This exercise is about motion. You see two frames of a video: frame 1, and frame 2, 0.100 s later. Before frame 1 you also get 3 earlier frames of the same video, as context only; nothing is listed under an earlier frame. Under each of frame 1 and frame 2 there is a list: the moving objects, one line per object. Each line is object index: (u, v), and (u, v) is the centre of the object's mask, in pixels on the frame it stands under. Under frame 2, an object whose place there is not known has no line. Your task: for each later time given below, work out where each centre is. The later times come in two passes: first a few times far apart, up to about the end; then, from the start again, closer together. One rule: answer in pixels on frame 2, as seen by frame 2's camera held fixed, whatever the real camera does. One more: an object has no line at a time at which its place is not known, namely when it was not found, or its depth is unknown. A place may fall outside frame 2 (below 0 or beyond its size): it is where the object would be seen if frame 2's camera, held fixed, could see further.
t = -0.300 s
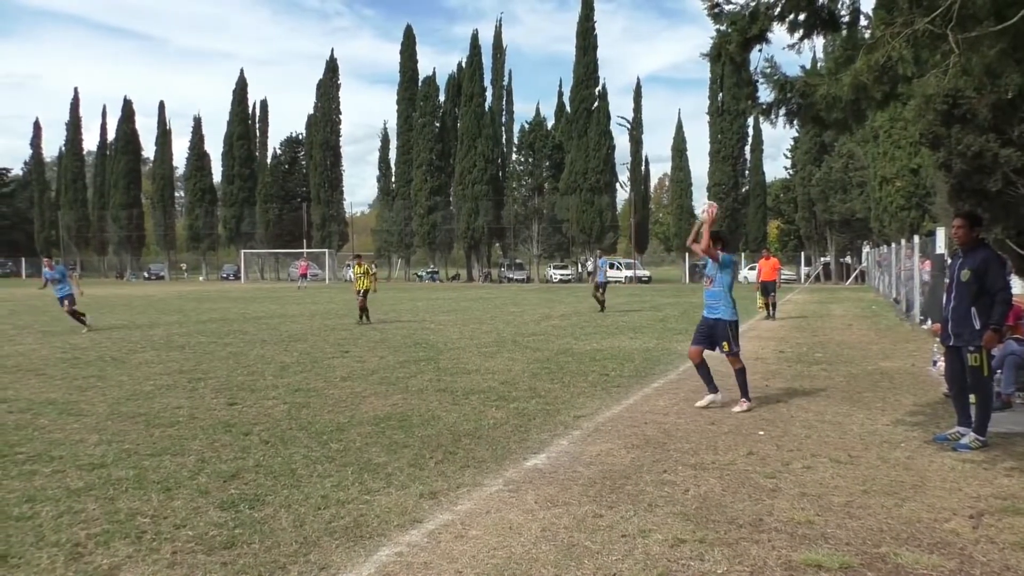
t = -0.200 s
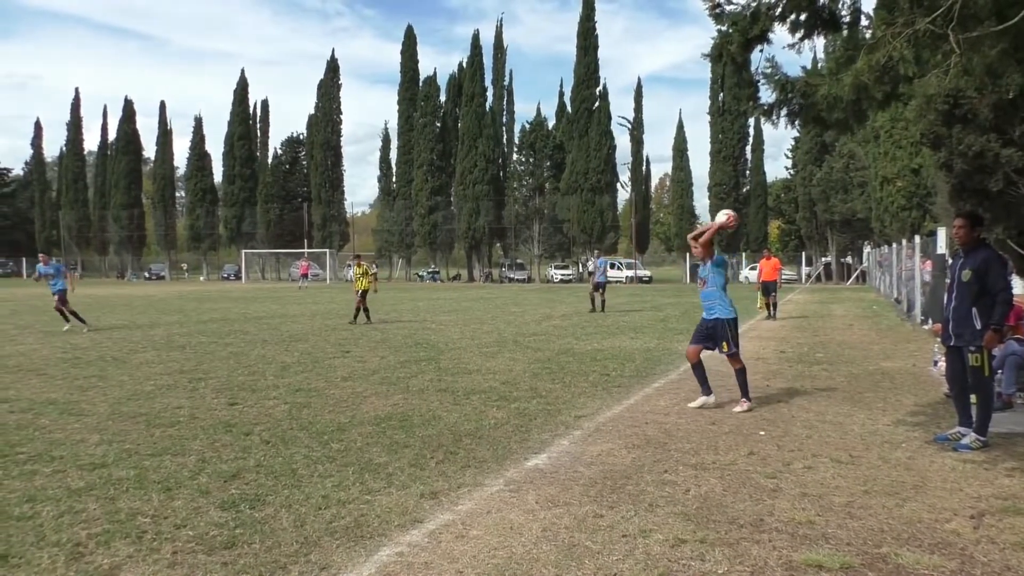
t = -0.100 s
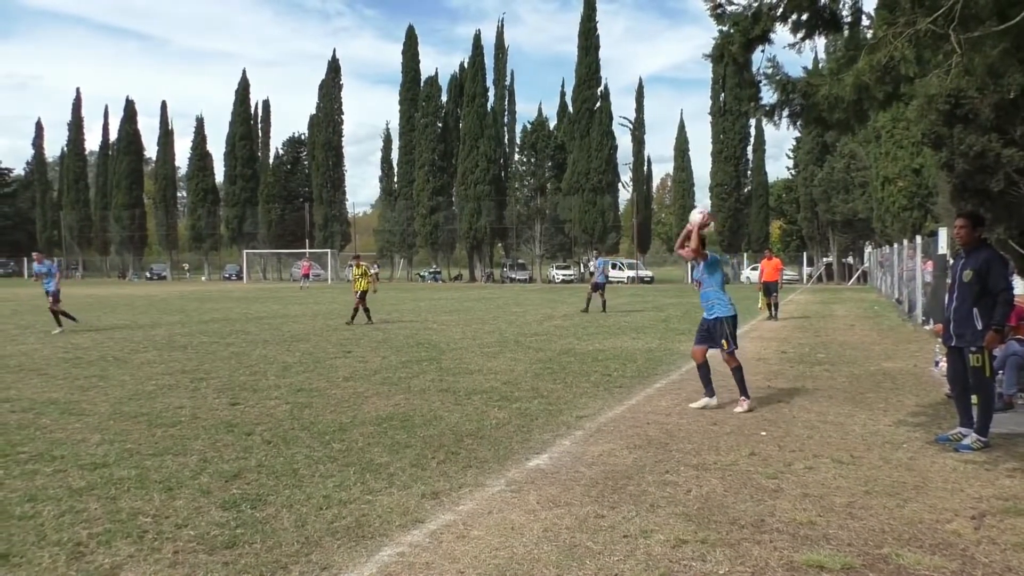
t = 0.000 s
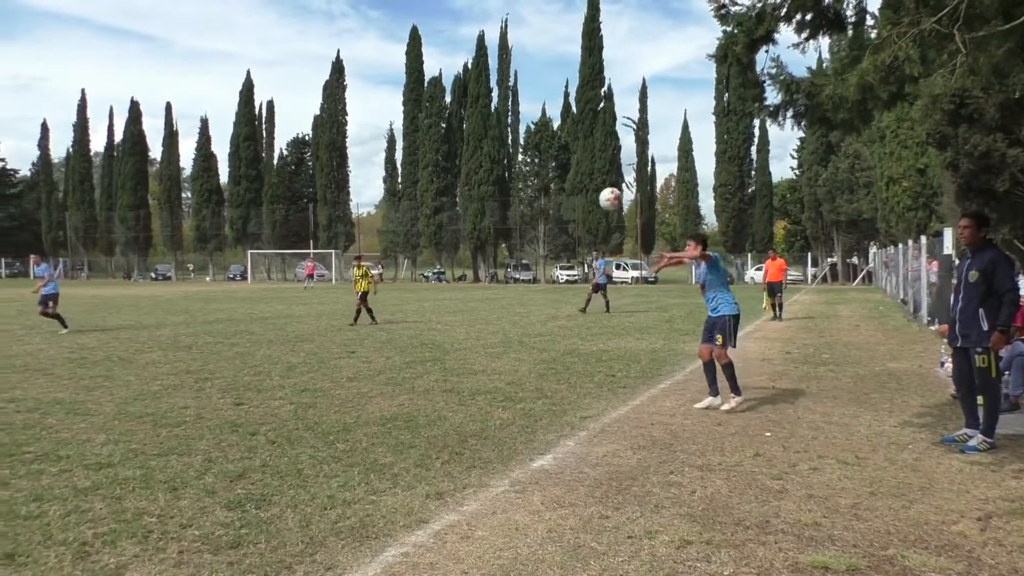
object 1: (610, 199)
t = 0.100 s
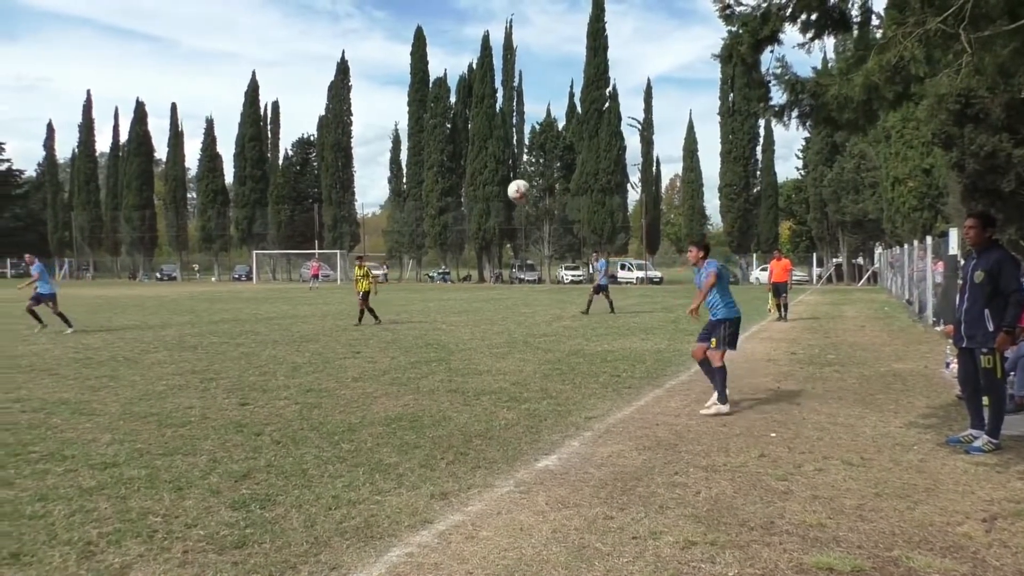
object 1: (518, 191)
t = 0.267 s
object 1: (360, 201)
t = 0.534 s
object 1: (118, 276)
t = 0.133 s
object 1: (486, 189)
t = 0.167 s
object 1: (454, 191)
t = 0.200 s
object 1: (422, 192)
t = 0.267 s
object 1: (360, 201)
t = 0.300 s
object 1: (328, 204)
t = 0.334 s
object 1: (298, 212)
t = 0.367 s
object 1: (267, 220)
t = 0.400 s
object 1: (237, 229)
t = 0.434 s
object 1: (207, 239)
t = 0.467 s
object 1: (177, 250)
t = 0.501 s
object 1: (147, 263)
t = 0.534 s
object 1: (118, 276)
